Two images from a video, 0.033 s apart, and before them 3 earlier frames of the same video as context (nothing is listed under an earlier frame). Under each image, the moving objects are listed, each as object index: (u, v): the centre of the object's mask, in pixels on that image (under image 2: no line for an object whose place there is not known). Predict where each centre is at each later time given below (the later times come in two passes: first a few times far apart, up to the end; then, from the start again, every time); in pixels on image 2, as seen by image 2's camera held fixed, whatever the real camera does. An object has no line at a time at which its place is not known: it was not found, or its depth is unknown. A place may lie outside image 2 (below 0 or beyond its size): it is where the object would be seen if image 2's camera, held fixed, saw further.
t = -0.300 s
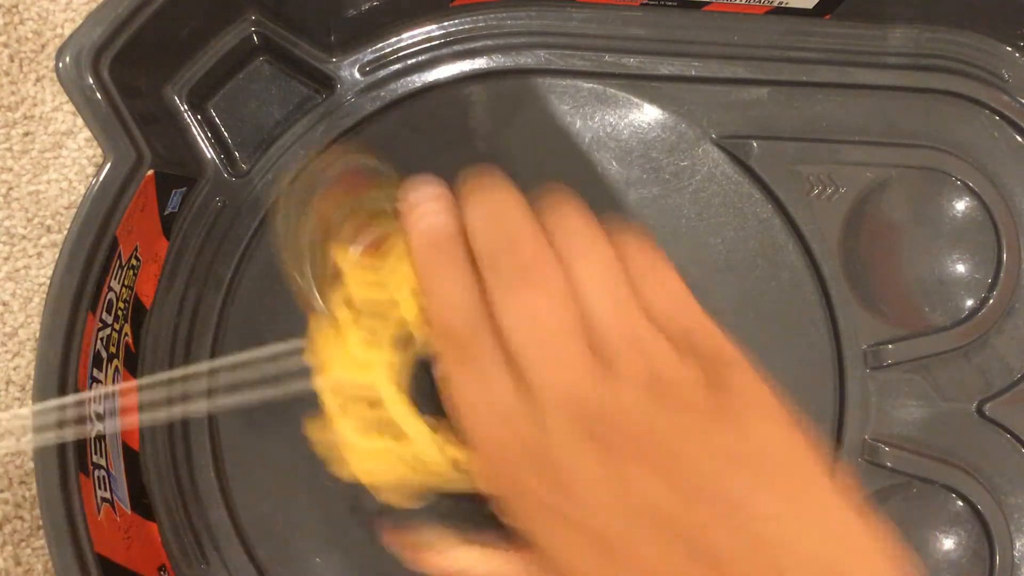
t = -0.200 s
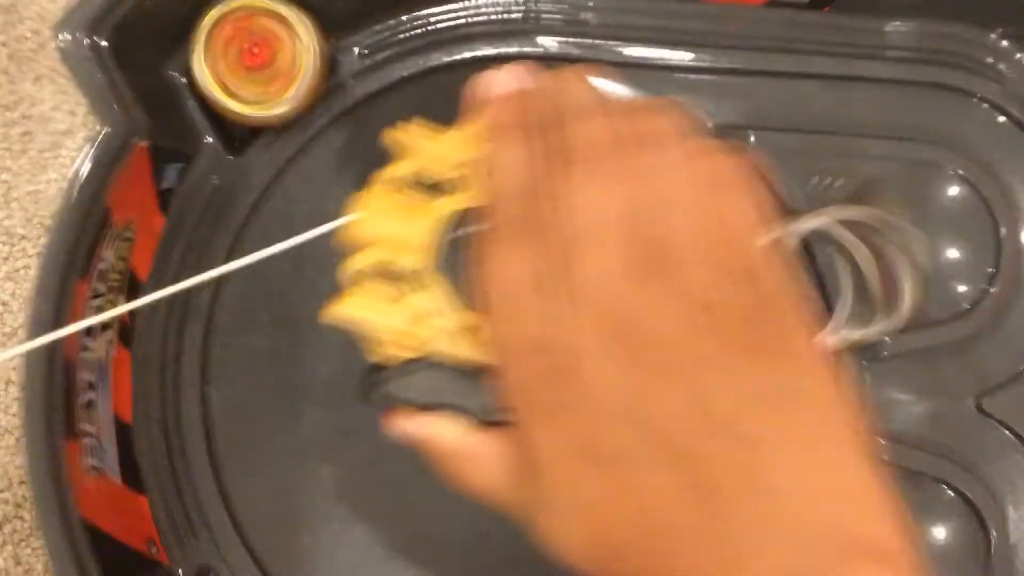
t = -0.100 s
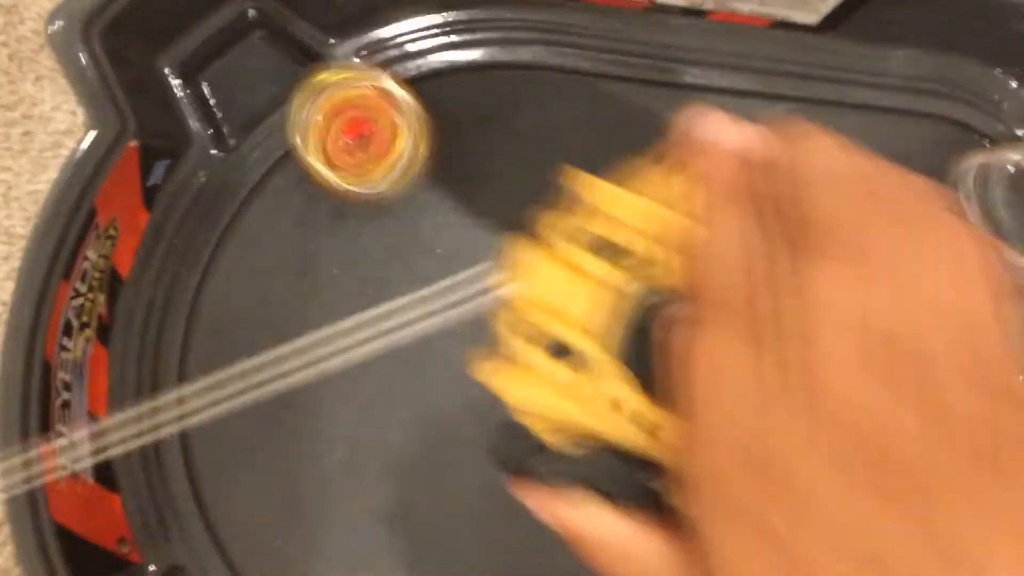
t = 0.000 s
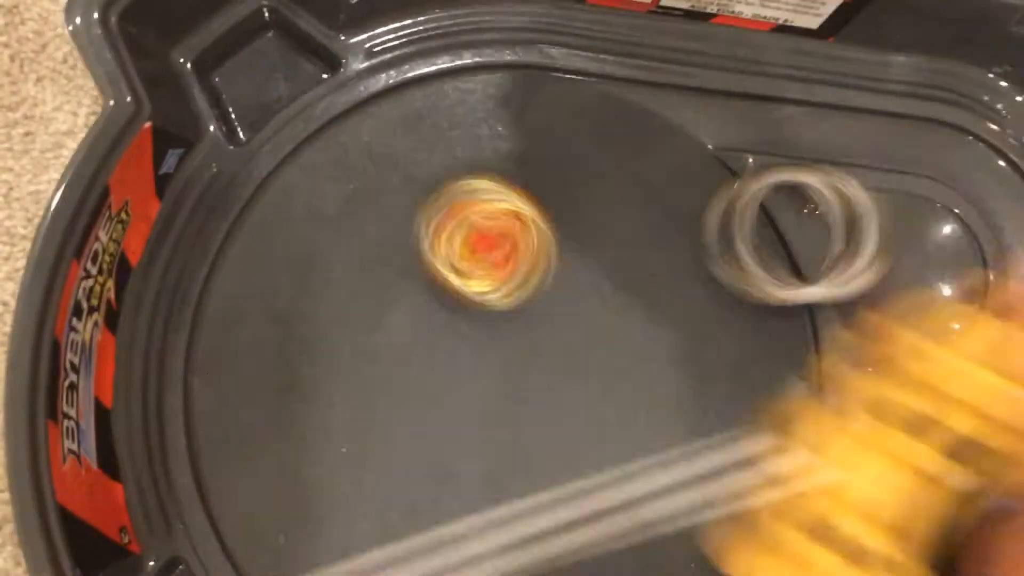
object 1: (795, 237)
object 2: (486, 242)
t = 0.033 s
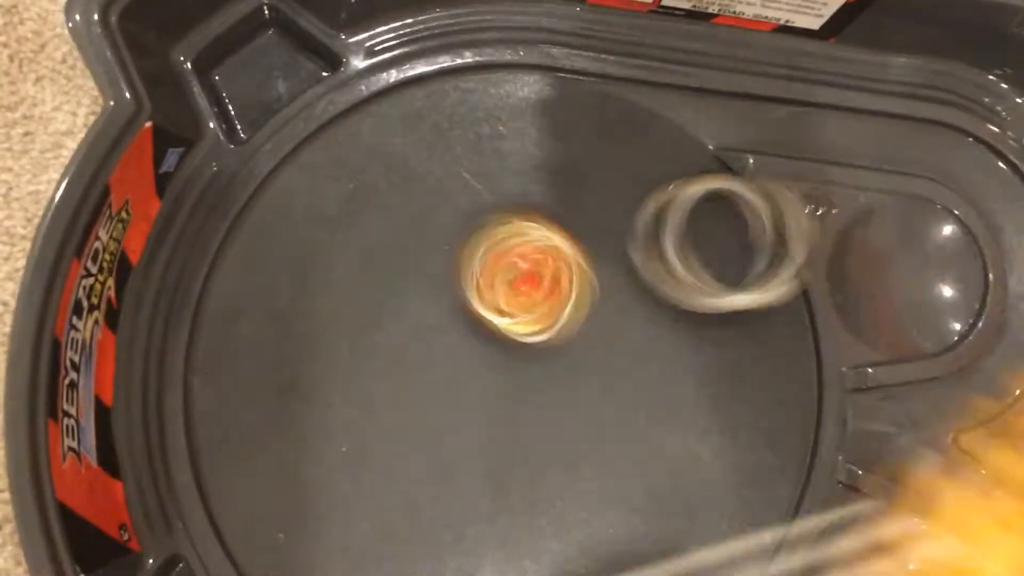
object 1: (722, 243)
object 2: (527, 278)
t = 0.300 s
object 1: (807, 208)
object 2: (679, 470)
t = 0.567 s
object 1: (946, 215)
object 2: (719, 511)
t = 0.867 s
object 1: (926, 301)
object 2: (654, 500)
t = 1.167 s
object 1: (529, 251)
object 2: (555, 399)
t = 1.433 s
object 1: (380, 350)
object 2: (528, 292)
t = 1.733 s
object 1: (532, 441)
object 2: (580, 215)
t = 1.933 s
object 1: (617, 393)
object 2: (645, 217)
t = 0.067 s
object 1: (661, 247)
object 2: (562, 313)
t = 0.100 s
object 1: (661, 230)
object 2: (587, 348)
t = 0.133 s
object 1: (693, 204)
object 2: (607, 381)
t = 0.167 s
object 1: (723, 175)
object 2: (625, 410)
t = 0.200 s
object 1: (747, 153)
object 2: (642, 434)
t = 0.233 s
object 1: (774, 165)
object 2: (656, 451)
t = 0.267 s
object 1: (794, 185)
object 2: (669, 462)
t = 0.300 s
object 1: (807, 208)
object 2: (679, 470)
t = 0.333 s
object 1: (812, 230)
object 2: (688, 474)
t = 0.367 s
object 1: (851, 248)
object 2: (695, 478)
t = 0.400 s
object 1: (874, 264)
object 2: (701, 482)
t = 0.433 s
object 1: (894, 280)
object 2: (707, 486)
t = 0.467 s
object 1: (913, 282)
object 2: (711, 492)
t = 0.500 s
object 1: (944, 255)
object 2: (715, 498)
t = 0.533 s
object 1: (948, 236)
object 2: (717, 504)
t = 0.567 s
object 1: (946, 215)
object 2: (719, 511)
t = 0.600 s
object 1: (956, 194)
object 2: (719, 517)
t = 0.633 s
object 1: (958, 212)
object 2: (717, 520)
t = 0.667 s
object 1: (952, 232)
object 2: (713, 522)
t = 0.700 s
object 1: (935, 253)
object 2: (707, 523)
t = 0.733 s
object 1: (931, 268)
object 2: (699, 522)
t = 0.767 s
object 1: (923, 284)
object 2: (689, 519)
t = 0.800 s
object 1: (926, 295)
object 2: (678, 515)
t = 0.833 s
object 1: (928, 300)
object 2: (666, 510)
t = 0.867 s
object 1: (926, 301)
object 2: (654, 500)
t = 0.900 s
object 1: (894, 283)
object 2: (641, 491)
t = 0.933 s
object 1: (857, 263)
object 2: (629, 479)
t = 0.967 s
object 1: (815, 246)
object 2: (617, 467)
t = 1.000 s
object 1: (771, 231)
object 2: (605, 457)
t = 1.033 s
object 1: (719, 220)
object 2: (594, 445)
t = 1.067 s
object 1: (664, 217)
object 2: (583, 434)
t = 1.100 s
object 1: (611, 224)
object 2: (573, 422)
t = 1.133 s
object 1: (568, 232)
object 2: (564, 411)
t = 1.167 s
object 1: (529, 251)
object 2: (555, 399)
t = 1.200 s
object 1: (491, 266)
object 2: (547, 386)
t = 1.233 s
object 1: (459, 280)
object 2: (541, 373)
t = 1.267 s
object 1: (431, 301)
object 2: (536, 360)
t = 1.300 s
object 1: (415, 315)
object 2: (532, 346)
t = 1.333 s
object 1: (404, 326)
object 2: (529, 332)
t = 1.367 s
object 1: (393, 334)
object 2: (527, 318)
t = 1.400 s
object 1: (386, 342)
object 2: (527, 304)
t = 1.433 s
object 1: (380, 350)
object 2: (528, 292)
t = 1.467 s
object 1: (377, 364)
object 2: (530, 279)
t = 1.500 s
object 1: (378, 380)
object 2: (533, 268)
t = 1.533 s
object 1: (394, 398)
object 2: (537, 258)
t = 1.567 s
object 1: (414, 408)
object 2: (541, 248)
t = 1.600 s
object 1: (431, 418)
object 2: (547, 239)
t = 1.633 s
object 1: (453, 425)
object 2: (554, 230)
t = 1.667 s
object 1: (479, 434)
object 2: (561, 224)
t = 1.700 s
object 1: (505, 438)
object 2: (571, 218)
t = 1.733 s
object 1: (532, 441)
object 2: (580, 215)
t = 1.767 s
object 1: (555, 441)
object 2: (590, 212)
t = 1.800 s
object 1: (577, 433)
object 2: (601, 210)
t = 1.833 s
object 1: (593, 422)
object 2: (612, 210)
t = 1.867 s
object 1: (603, 410)
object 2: (623, 211)
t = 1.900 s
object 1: (611, 400)
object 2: (634, 213)
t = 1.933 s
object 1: (617, 393)
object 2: (645, 217)
